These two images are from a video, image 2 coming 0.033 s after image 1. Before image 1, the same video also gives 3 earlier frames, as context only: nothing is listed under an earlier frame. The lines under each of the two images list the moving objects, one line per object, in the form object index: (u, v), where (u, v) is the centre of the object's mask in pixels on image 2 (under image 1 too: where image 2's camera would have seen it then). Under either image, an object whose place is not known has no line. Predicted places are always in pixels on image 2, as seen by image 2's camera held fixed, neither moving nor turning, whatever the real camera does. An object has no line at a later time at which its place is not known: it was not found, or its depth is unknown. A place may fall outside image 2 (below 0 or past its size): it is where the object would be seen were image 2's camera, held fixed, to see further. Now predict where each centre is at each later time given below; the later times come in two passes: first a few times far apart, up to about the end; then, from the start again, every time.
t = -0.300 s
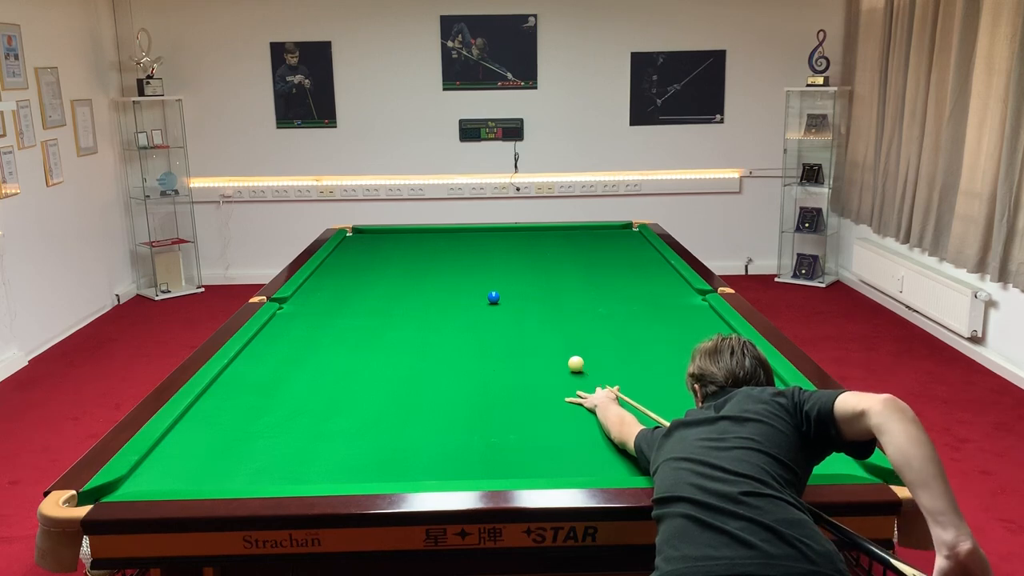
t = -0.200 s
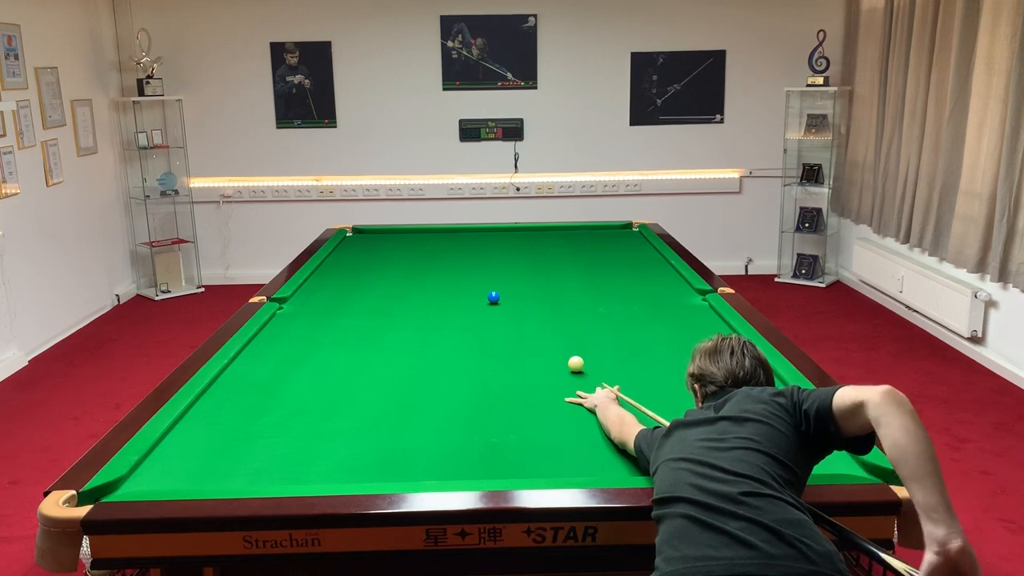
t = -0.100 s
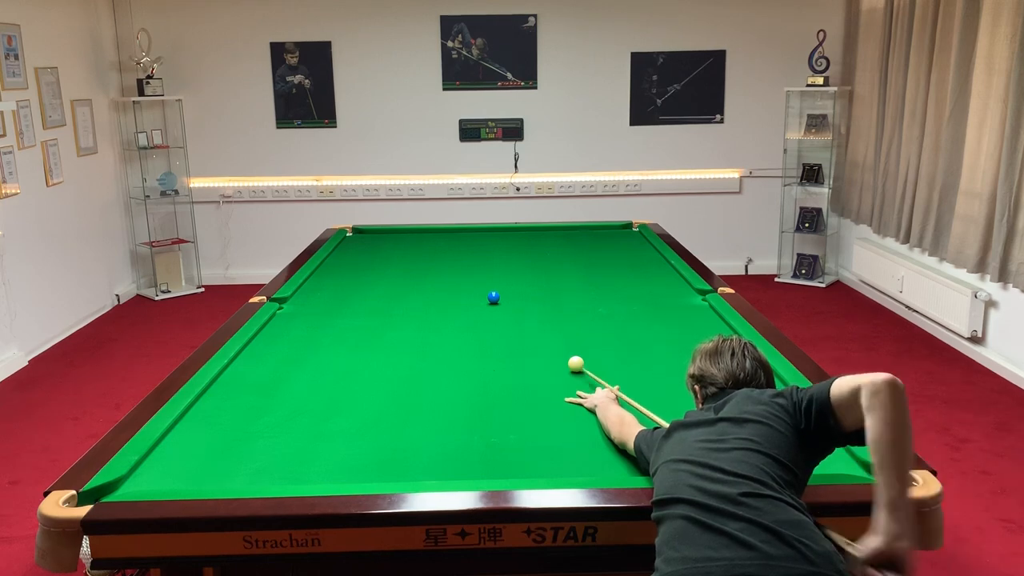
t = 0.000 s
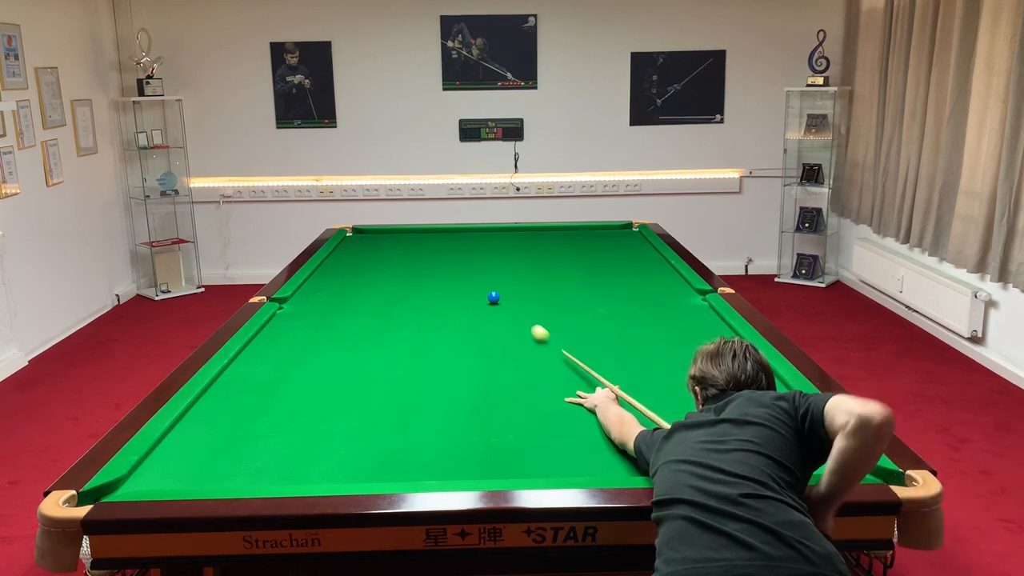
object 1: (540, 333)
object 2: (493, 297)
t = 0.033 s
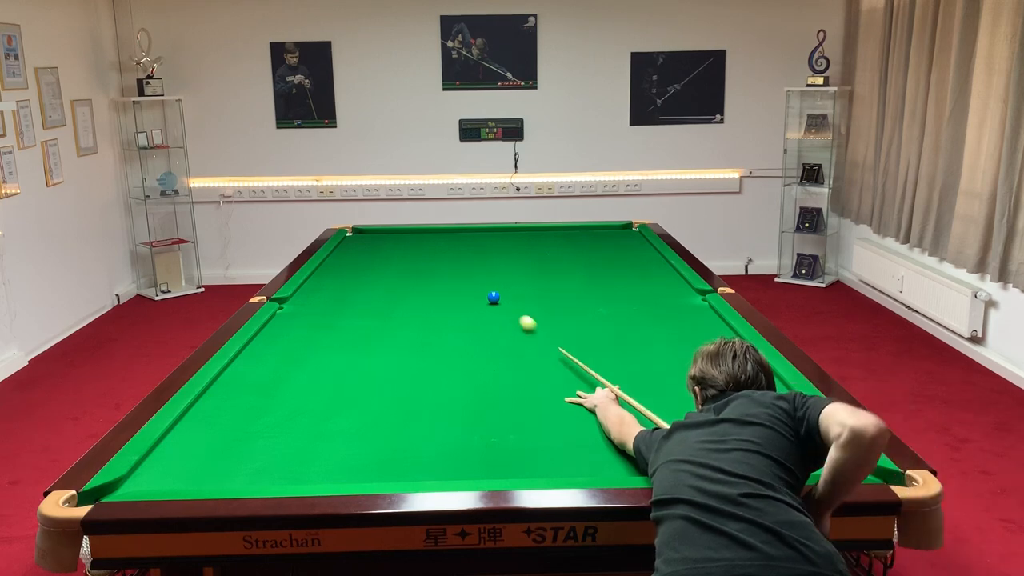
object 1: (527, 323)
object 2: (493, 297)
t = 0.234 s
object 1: (511, 297)
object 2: (455, 279)
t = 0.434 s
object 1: (528, 292)
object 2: (403, 254)
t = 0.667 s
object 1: (546, 286)
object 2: (362, 233)
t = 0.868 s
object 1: (559, 281)
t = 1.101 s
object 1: (574, 276)
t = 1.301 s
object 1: (586, 272)
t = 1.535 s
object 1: (598, 268)
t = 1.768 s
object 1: (610, 264)
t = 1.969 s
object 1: (619, 261)
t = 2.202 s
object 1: (629, 258)
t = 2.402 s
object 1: (637, 255)
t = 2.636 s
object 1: (645, 252)
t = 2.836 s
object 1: (652, 250)
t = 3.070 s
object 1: (646, 248)
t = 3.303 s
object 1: (640, 246)
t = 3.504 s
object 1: (635, 245)
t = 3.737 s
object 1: (631, 244)
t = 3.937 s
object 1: (627, 243)
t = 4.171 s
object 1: (623, 241)
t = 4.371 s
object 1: (620, 241)
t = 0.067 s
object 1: (516, 314)
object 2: (493, 297)
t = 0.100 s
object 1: (506, 306)
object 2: (493, 297)
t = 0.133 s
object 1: (500, 300)
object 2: (489, 295)
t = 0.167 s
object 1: (504, 299)
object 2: (478, 289)
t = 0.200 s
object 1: (508, 298)
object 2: (466, 284)
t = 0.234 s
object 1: (511, 297)
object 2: (455, 279)
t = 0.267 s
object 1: (514, 296)
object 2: (445, 274)
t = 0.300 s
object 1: (517, 295)
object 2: (436, 269)
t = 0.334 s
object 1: (520, 294)
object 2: (427, 265)
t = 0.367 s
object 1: (523, 293)
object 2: (419, 261)
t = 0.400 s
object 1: (525, 292)
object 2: (411, 257)
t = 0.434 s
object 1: (528, 292)
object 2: (403, 254)
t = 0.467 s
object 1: (531, 291)
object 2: (397, 250)
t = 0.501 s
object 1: (533, 290)
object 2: (390, 247)
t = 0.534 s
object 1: (536, 289)
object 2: (384, 244)
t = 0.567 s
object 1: (538, 288)
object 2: (378, 241)
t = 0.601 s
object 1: (541, 288)
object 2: (372, 238)
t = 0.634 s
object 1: (543, 287)
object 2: (367, 236)
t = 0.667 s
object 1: (546, 286)
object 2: (362, 233)
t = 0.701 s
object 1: (548, 285)
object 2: (357, 231)
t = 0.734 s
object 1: (550, 284)
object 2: (348, 229)
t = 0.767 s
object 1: (552, 283)
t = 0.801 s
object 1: (555, 283)
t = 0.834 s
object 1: (557, 282)
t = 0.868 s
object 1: (559, 281)
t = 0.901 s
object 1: (561, 280)
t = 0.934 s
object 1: (564, 280)
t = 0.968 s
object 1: (566, 279)
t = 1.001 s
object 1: (568, 278)
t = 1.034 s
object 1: (570, 278)
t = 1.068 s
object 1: (572, 277)
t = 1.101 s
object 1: (574, 276)
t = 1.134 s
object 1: (576, 275)
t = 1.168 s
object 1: (578, 275)
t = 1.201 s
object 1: (580, 274)
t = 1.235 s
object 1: (582, 274)
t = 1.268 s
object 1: (584, 273)
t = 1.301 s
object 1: (586, 272)
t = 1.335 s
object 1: (588, 272)
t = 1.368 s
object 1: (589, 271)
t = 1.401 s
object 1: (591, 271)
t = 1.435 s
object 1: (593, 270)
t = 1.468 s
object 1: (595, 269)
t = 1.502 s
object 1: (597, 269)
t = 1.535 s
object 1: (598, 268)
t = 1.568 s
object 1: (600, 268)
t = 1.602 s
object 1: (602, 267)
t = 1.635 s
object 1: (603, 266)
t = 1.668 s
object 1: (605, 266)
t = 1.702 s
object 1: (607, 265)
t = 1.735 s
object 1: (608, 265)
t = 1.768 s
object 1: (610, 264)
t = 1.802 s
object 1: (611, 264)
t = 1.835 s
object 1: (613, 263)
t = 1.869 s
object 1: (615, 263)
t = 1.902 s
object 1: (616, 262)
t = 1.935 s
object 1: (618, 261)
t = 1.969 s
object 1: (619, 261)
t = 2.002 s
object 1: (621, 260)
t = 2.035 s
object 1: (622, 260)
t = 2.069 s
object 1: (624, 259)
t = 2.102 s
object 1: (625, 259)
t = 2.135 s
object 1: (626, 259)
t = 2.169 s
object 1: (628, 258)
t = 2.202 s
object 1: (629, 258)
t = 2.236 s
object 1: (630, 257)
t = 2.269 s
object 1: (632, 257)
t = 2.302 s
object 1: (633, 256)
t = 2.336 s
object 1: (634, 256)
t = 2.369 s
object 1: (635, 255)
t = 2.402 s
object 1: (637, 255)
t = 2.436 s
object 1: (638, 255)
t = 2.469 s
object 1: (639, 254)
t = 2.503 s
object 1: (640, 254)
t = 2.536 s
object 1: (642, 253)
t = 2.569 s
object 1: (643, 253)
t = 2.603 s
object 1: (644, 253)
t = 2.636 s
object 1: (645, 252)
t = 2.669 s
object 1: (646, 252)
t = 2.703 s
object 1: (648, 251)
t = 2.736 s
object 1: (649, 251)
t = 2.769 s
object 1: (650, 251)
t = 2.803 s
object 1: (651, 250)
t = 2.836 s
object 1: (652, 250)
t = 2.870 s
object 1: (652, 249)
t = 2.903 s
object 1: (651, 249)
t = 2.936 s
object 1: (650, 249)
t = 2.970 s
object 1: (649, 249)
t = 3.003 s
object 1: (648, 248)
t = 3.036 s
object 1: (647, 248)
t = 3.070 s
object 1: (646, 248)
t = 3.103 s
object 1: (646, 248)
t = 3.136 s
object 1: (645, 247)
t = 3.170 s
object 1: (644, 247)
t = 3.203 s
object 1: (643, 247)
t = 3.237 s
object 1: (642, 247)
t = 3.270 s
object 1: (641, 247)
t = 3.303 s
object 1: (640, 246)
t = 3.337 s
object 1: (639, 246)
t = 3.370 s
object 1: (639, 246)
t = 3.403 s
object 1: (638, 246)
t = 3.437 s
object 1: (637, 245)
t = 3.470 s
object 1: (636, 245)
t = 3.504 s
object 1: (635, 245)
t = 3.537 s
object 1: (635, 245)
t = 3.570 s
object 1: (634, 245)
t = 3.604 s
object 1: (633, 244)
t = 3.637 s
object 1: (633, 244)
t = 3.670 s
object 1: (632, 244)
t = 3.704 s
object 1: (632, 244)
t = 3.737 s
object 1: (631, 244)
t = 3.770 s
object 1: (630, 243)
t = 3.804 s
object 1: (629, 243)
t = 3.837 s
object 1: (629, 243)
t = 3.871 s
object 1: (628, 243)
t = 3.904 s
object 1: (628, 243)
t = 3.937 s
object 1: (627, 243)
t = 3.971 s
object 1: (626, 242)
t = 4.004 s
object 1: (626, 242)
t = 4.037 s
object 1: (625, 242)
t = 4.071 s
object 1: (625, 242)
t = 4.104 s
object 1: (624, 242)
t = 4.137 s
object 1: (624, 242)
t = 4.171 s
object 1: (623, 241)
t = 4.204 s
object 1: (623, 241)
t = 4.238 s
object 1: (622, 241)
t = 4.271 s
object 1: (622, 241)
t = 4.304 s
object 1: (621, 241)
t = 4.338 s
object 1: (621, 241)
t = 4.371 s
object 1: (620, 241)
